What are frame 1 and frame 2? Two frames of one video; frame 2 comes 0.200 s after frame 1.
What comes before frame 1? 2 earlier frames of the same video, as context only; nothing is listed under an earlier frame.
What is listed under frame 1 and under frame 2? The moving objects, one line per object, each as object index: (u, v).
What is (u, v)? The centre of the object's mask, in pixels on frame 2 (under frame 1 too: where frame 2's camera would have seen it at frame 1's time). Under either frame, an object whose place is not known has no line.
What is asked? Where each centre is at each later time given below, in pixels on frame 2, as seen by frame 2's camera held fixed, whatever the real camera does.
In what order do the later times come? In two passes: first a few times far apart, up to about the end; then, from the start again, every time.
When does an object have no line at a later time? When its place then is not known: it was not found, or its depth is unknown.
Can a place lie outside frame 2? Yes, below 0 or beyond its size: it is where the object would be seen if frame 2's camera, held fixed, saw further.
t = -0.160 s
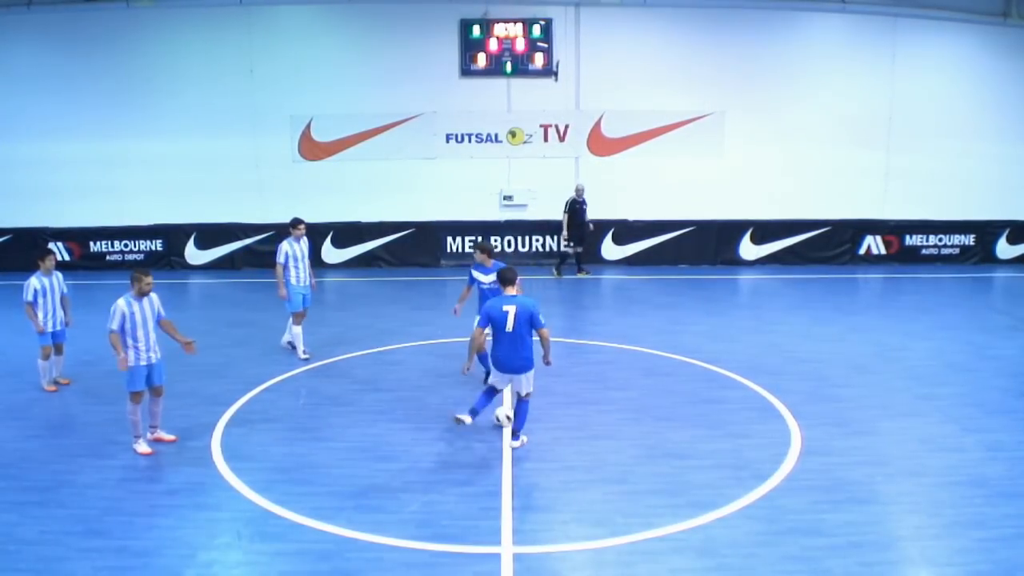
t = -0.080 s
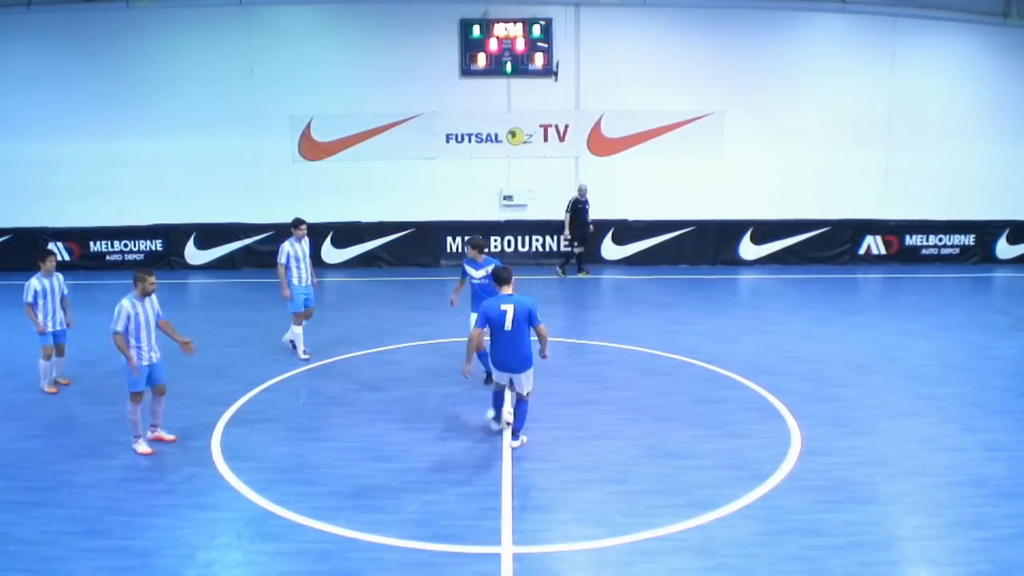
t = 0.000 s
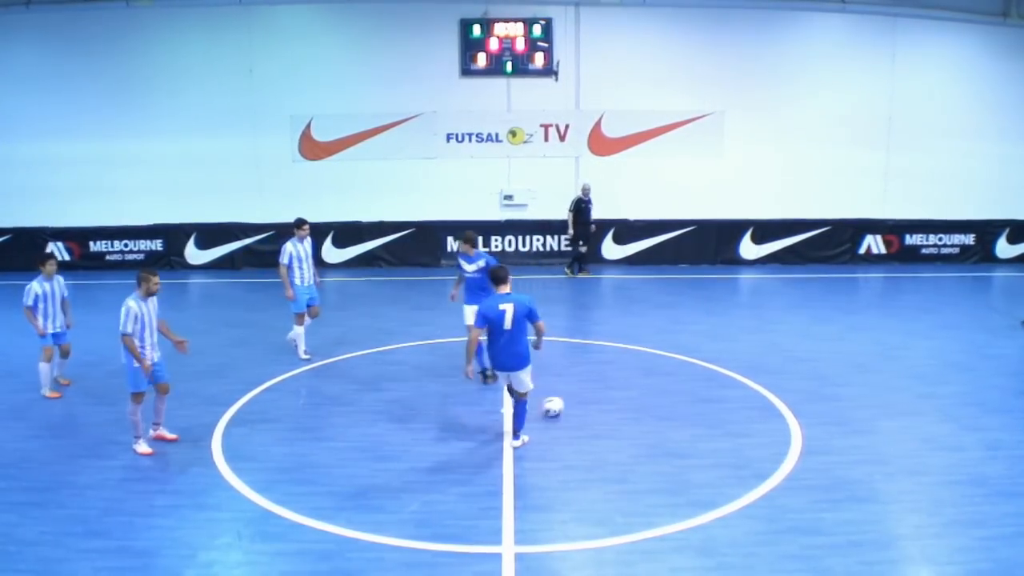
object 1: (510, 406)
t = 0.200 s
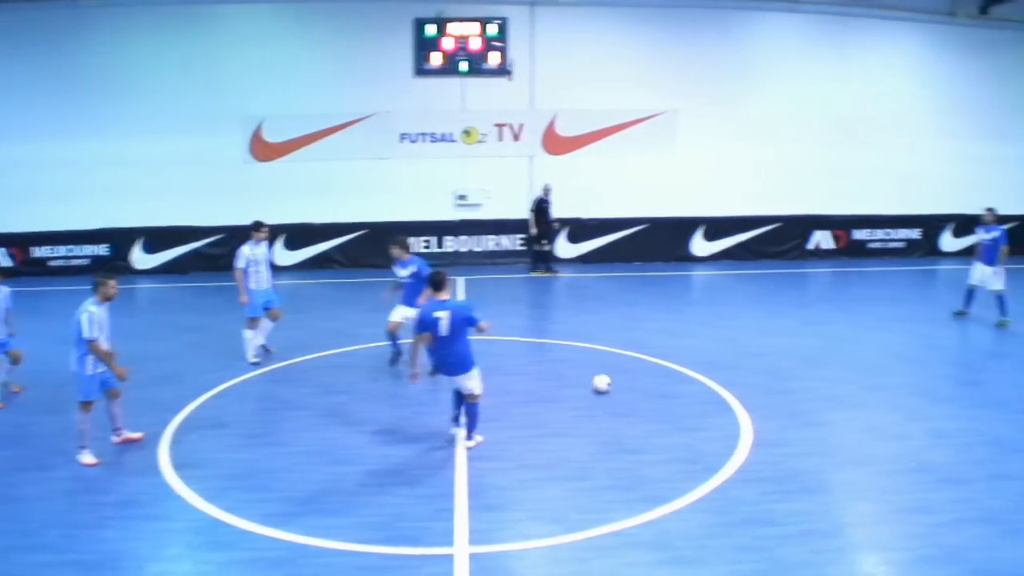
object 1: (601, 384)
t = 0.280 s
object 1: (632, 378)
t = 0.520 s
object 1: (710, 360)
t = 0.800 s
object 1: (789, 345)
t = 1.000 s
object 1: (840, 335)
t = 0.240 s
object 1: (617, 380)
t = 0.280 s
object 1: (632, 378)
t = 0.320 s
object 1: (646, 374)
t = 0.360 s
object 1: (660, 371)
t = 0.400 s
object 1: (673, 368)
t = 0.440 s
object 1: (685, 366)
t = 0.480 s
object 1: (698, 363)
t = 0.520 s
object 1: (710, 360)
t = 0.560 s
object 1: (722, 358)
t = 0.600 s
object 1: (734, 356)
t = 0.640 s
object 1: (745, 354)
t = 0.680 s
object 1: (756, 352)
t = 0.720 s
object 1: (768, 349)
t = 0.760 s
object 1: (778, 348)
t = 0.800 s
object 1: (789, 345)
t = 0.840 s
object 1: (799, 343)
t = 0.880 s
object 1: (809, 341)
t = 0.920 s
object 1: (820, 339)
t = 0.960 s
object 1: (829, 338)
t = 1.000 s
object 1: (840, 335)
